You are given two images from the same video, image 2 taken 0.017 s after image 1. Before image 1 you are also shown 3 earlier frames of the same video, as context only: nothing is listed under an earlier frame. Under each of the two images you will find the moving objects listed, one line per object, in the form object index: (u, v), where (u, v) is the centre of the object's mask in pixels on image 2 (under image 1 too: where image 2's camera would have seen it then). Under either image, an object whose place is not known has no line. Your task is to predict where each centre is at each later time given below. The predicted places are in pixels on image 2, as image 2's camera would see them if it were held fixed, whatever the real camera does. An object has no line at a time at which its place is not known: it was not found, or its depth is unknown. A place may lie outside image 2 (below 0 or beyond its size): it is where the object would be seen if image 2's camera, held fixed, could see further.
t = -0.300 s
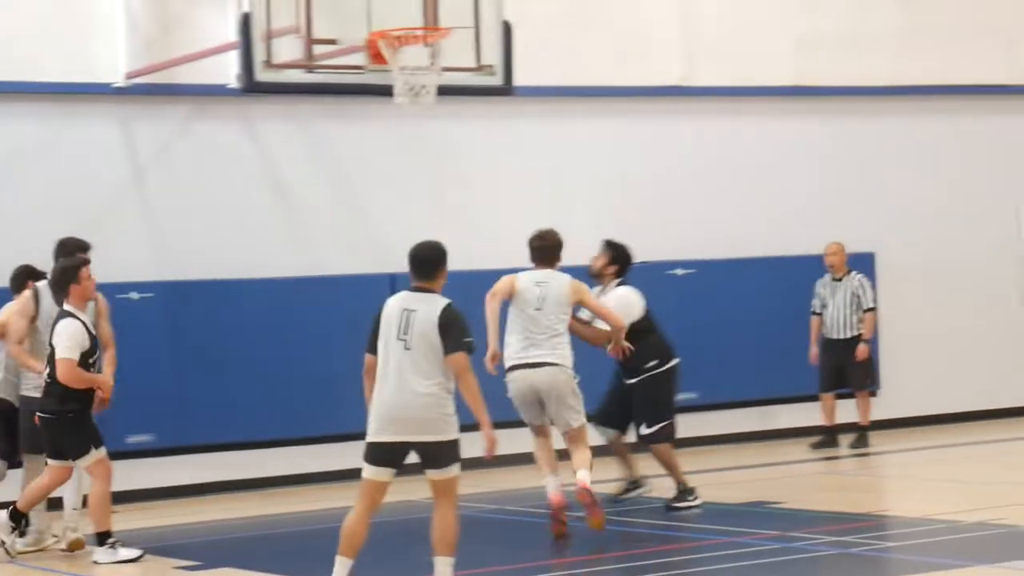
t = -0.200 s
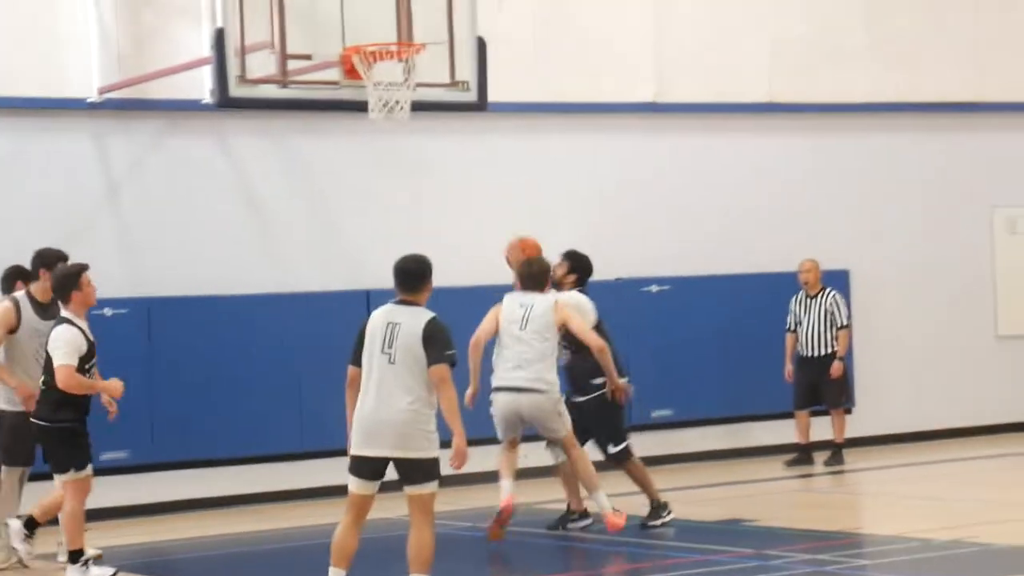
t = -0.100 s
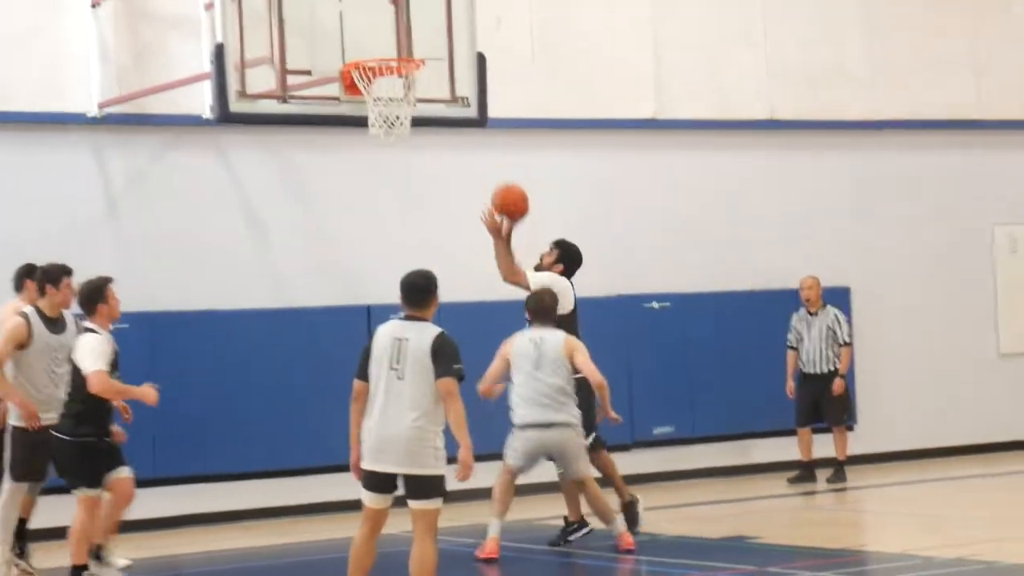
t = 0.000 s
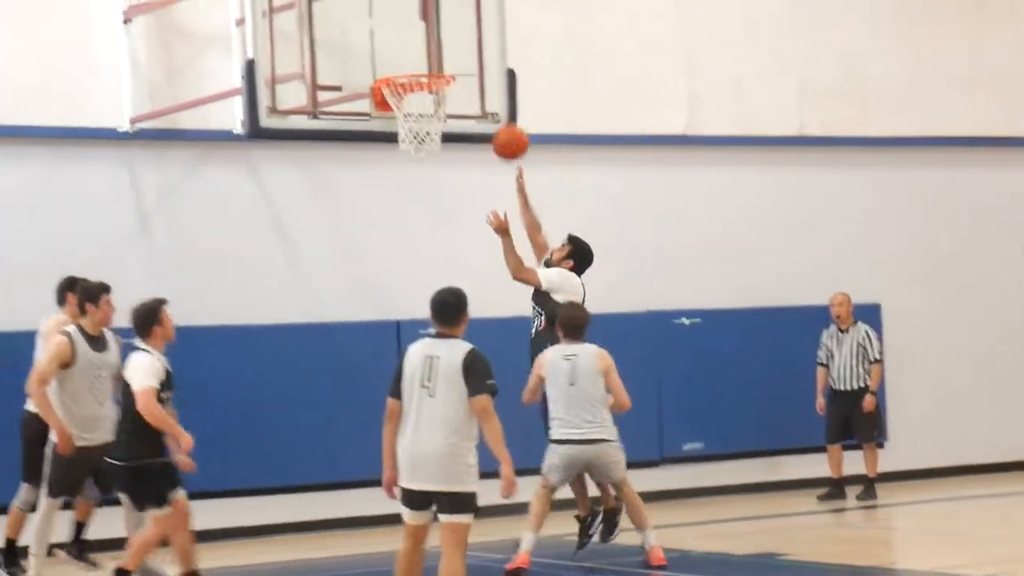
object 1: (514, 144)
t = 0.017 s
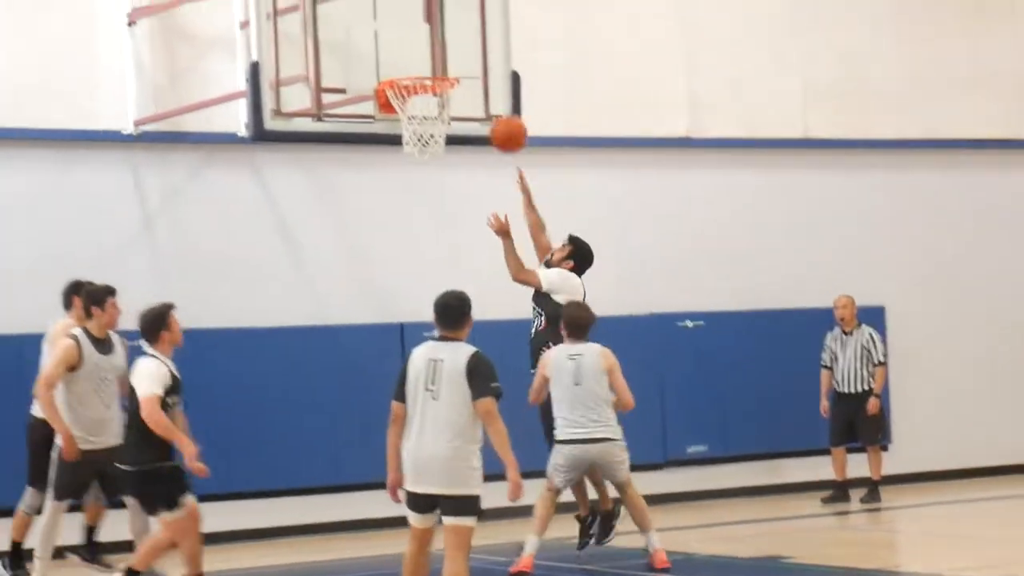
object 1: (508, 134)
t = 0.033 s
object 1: (504, 124)
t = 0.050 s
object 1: (498, 112)
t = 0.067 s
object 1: (492, 102)
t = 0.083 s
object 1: (487, 92)
